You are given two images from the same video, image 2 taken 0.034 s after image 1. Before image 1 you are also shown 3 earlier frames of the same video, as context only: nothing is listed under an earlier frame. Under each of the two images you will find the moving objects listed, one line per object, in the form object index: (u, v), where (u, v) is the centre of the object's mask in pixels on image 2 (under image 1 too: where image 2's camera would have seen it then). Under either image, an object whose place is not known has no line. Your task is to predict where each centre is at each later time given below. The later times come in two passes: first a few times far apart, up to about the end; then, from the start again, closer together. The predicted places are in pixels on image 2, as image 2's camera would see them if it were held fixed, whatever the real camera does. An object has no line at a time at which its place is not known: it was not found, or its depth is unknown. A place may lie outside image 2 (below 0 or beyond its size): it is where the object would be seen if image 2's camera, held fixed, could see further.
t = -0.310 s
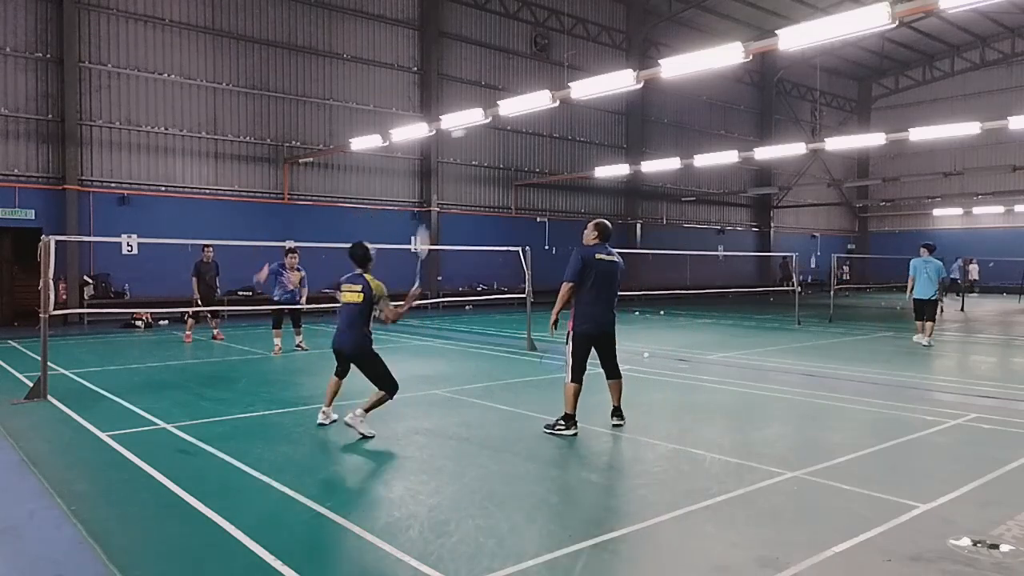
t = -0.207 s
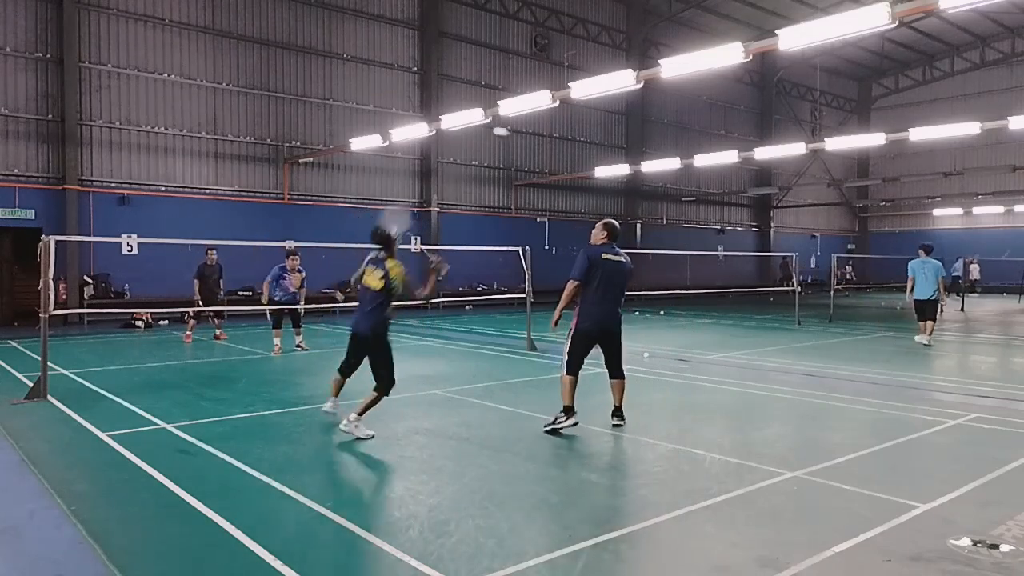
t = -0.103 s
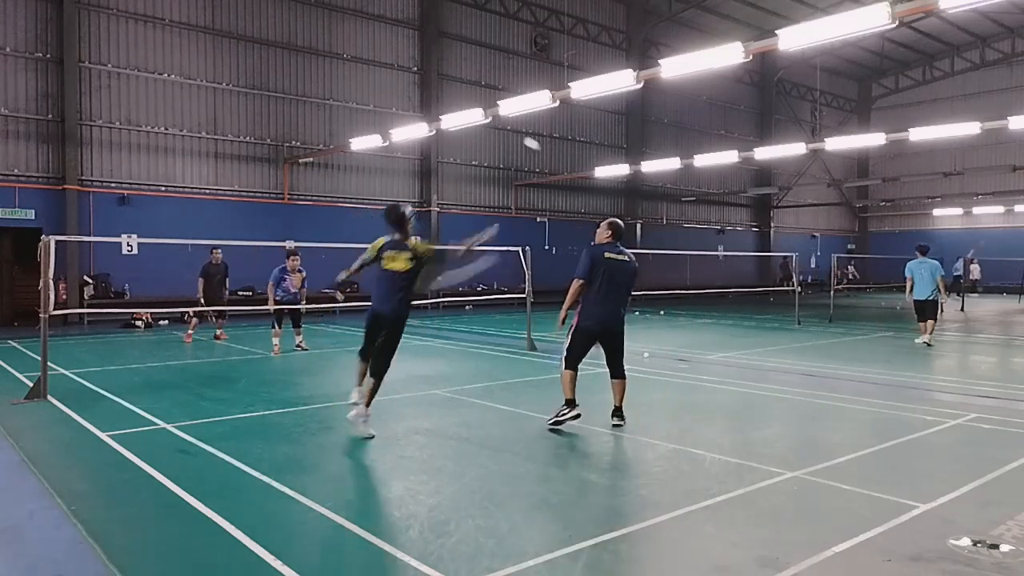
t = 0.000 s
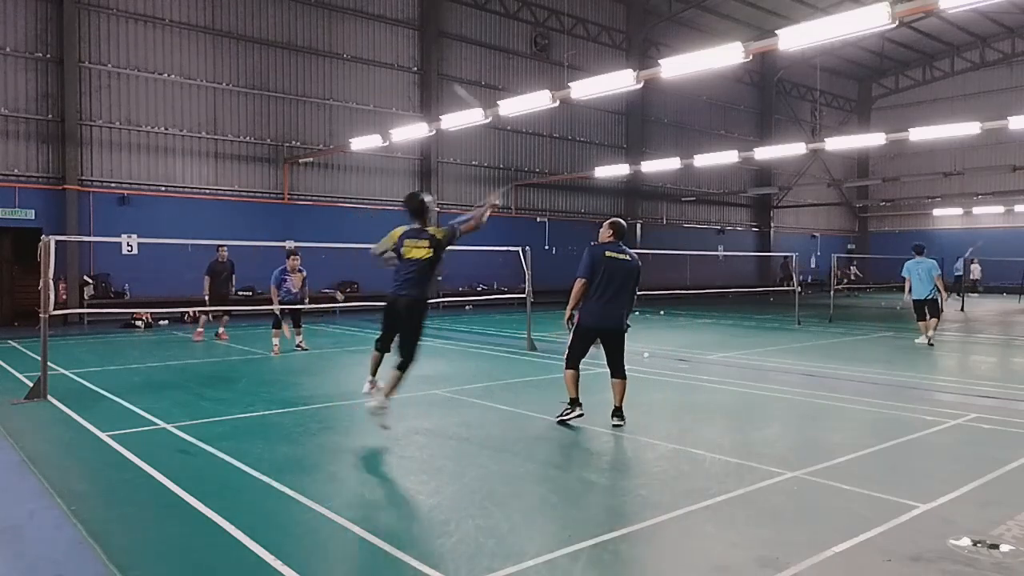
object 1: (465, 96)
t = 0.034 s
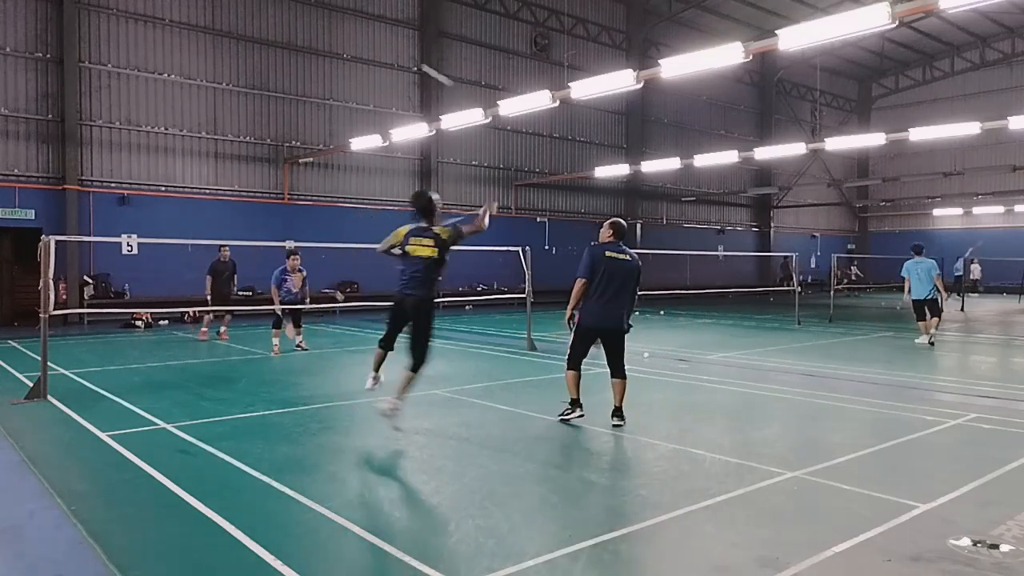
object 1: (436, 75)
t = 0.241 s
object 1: (349, 23)
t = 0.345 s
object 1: (330, 20)
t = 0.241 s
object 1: (349, 23)
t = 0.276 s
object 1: (341, 21)
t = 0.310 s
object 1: (335, 20)
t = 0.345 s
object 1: (330, 20)
